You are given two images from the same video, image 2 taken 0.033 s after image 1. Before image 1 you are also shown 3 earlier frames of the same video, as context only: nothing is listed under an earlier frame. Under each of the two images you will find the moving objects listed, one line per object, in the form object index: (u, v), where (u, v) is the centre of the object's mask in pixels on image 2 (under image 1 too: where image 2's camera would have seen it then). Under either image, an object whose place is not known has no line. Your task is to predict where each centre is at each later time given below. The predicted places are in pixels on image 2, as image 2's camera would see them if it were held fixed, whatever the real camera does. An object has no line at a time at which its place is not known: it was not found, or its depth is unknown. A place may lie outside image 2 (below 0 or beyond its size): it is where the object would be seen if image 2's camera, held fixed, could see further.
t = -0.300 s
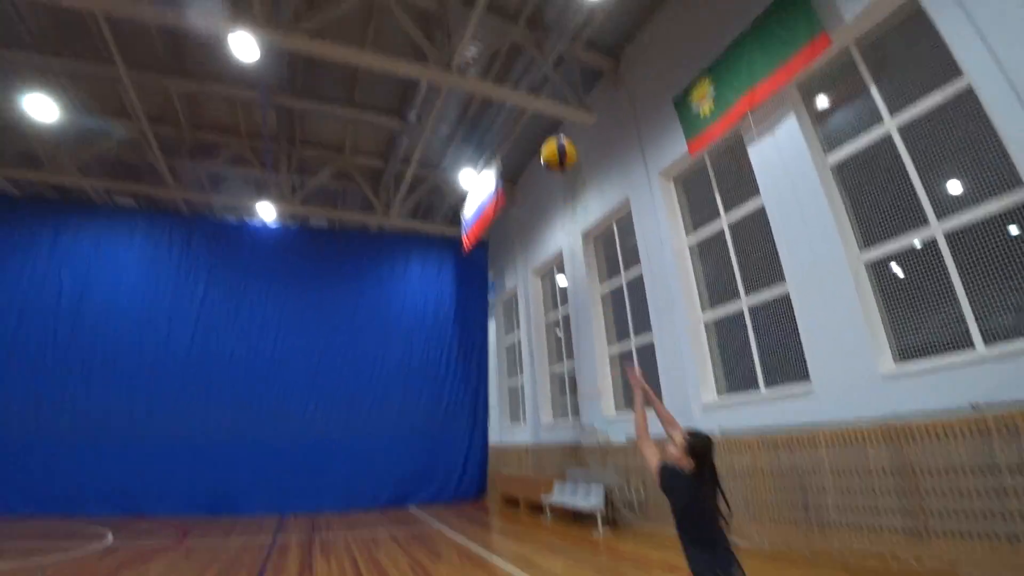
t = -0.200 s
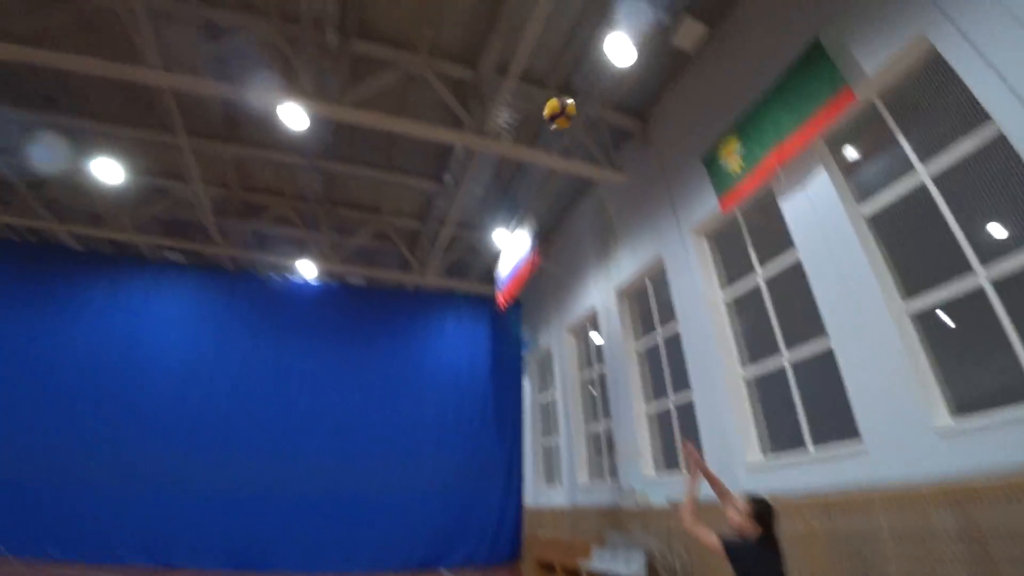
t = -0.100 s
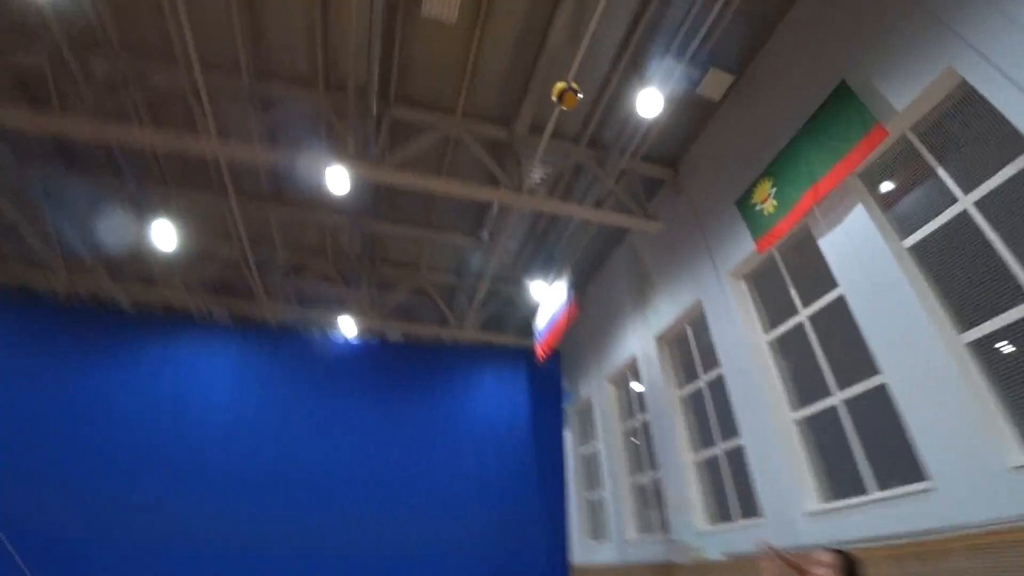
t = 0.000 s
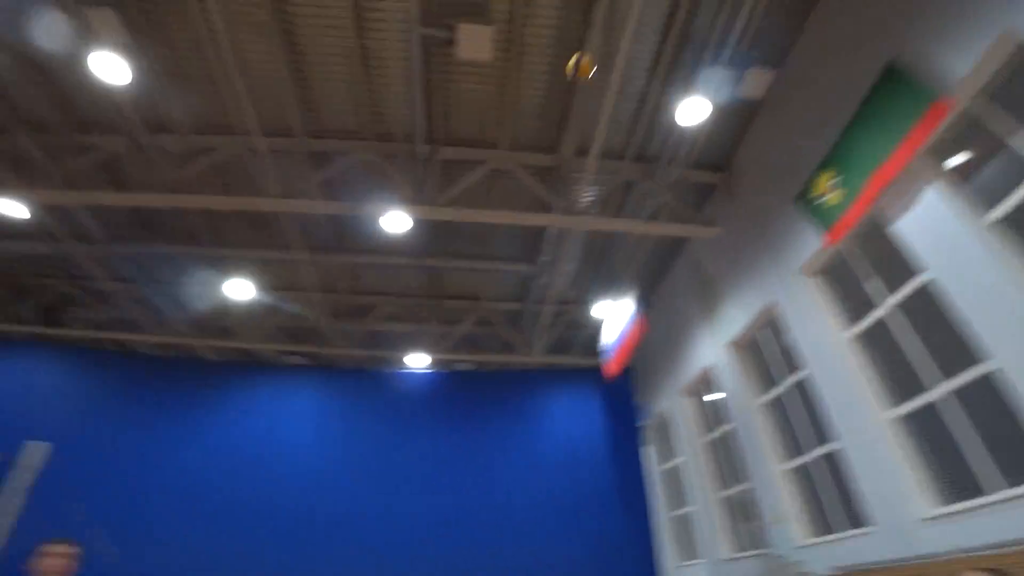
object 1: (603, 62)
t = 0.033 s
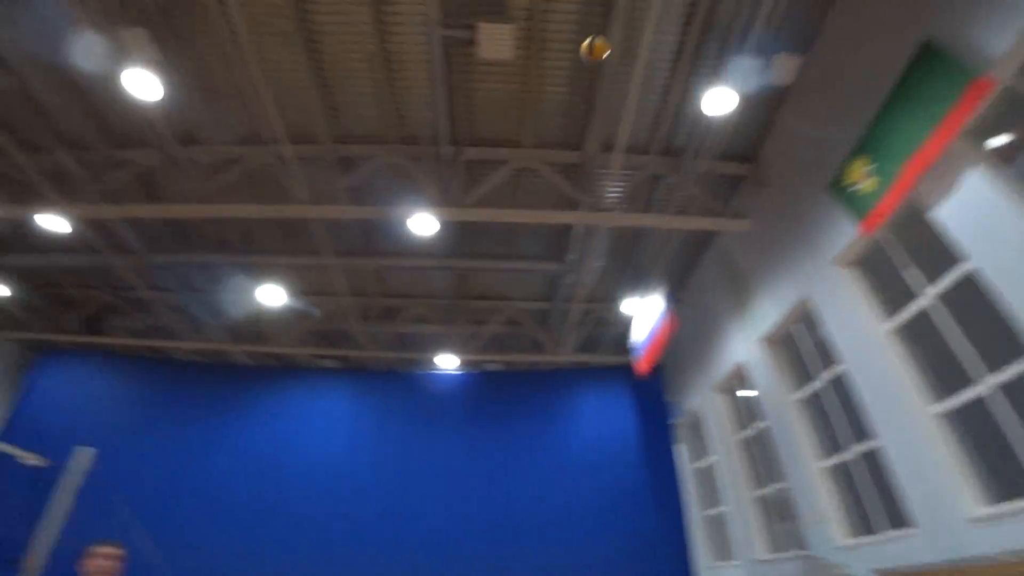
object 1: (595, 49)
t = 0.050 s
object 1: (591, 43)
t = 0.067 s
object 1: (587, 37)
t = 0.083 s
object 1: (583, 32)
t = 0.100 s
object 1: (579, 26)
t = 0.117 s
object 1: (575, 21)
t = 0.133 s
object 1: (571, 16)
